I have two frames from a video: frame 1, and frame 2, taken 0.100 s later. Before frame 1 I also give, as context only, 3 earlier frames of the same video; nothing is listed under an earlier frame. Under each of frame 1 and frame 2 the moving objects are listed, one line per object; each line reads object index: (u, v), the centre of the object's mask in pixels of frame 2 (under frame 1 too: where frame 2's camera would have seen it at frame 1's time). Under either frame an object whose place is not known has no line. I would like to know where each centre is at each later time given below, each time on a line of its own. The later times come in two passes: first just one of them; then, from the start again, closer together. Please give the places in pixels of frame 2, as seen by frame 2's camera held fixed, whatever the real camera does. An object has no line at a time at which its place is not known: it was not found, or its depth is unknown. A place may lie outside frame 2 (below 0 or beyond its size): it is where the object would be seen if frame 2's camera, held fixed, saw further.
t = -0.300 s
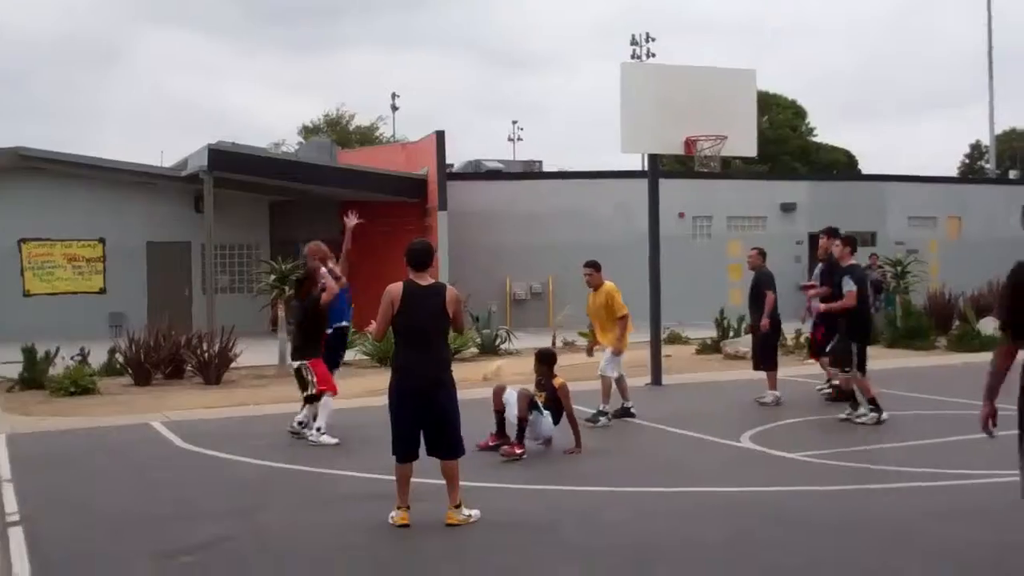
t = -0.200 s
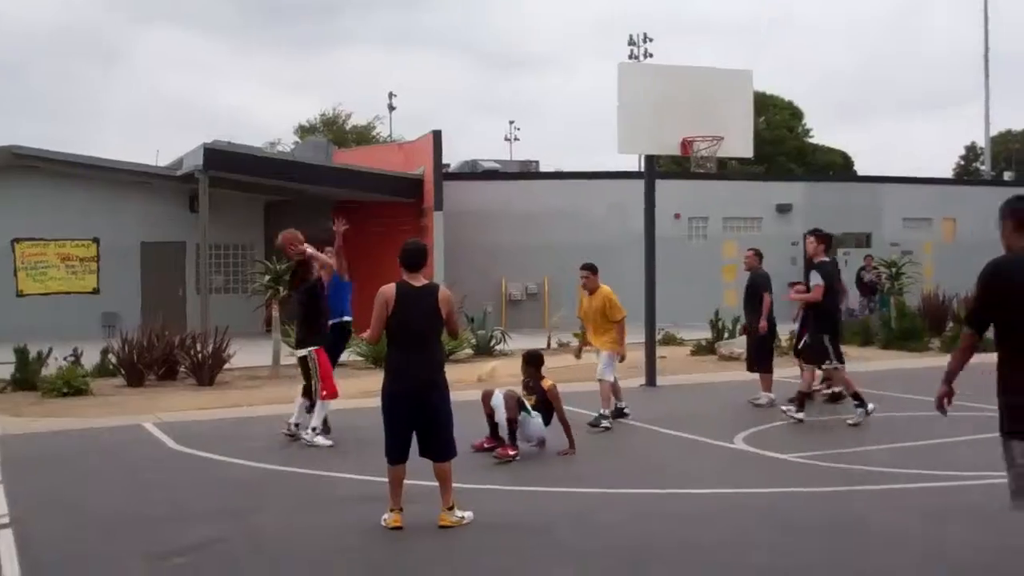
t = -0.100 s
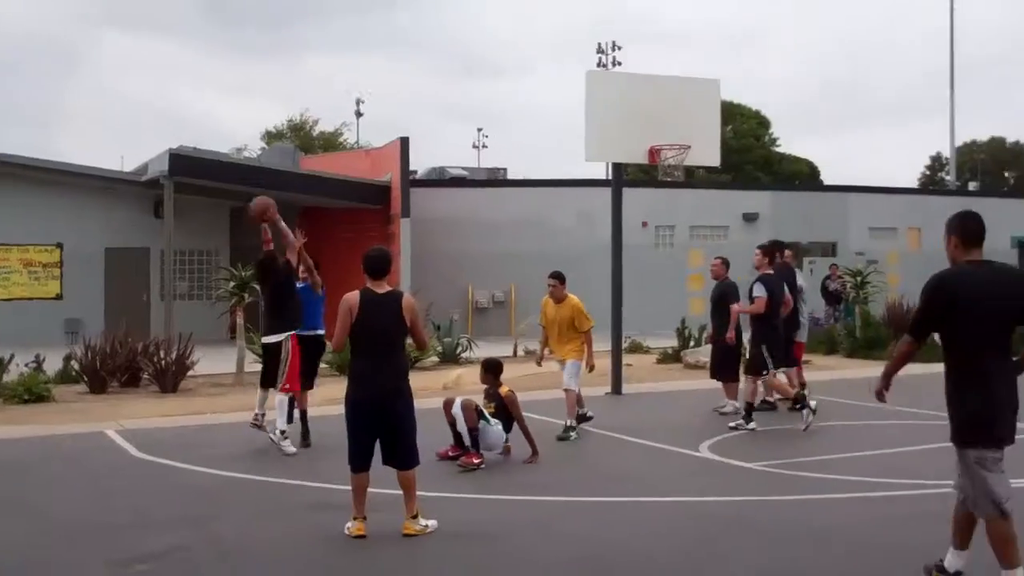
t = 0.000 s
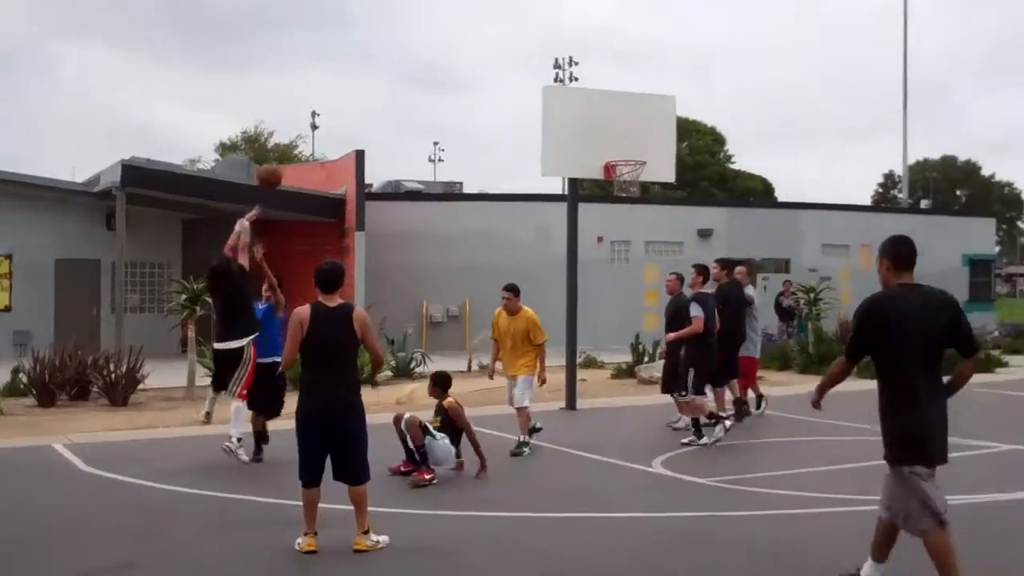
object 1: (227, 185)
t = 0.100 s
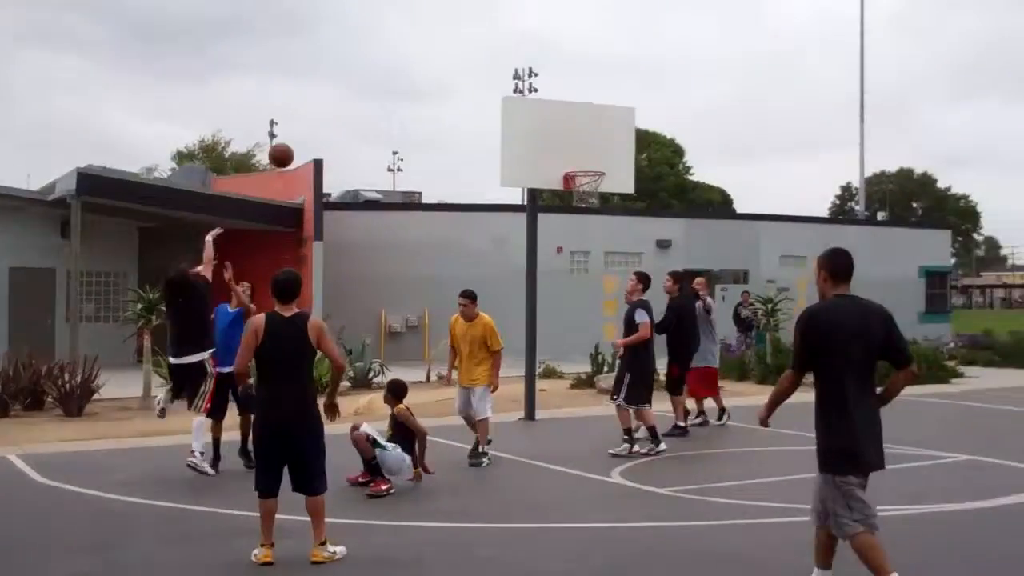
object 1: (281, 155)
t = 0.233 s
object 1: (344, 135)
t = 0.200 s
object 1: (329, 137)
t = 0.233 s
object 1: (344, 135)
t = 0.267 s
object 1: (359, 132)
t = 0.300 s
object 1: (374, 131)
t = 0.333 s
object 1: (388, 131)
